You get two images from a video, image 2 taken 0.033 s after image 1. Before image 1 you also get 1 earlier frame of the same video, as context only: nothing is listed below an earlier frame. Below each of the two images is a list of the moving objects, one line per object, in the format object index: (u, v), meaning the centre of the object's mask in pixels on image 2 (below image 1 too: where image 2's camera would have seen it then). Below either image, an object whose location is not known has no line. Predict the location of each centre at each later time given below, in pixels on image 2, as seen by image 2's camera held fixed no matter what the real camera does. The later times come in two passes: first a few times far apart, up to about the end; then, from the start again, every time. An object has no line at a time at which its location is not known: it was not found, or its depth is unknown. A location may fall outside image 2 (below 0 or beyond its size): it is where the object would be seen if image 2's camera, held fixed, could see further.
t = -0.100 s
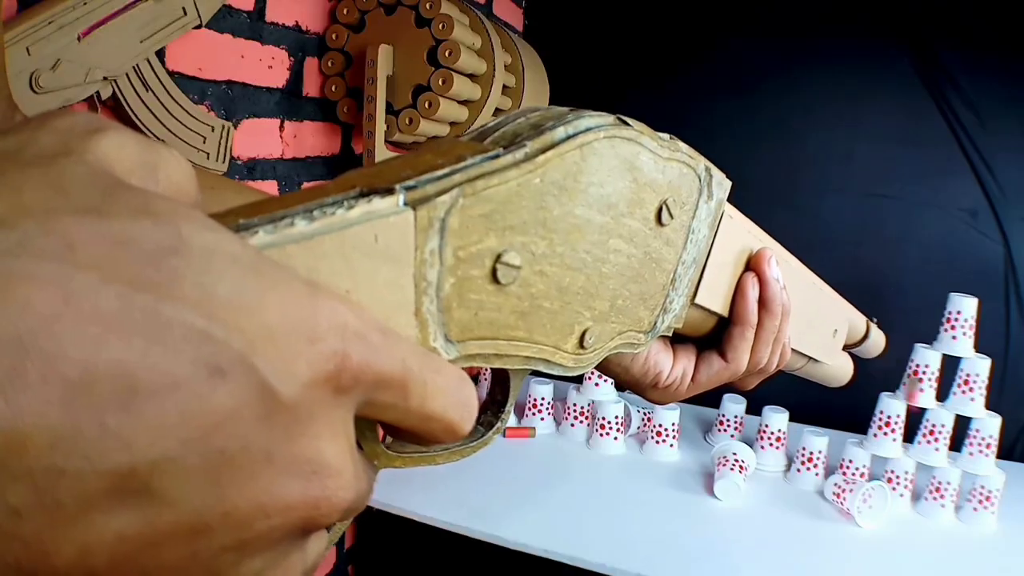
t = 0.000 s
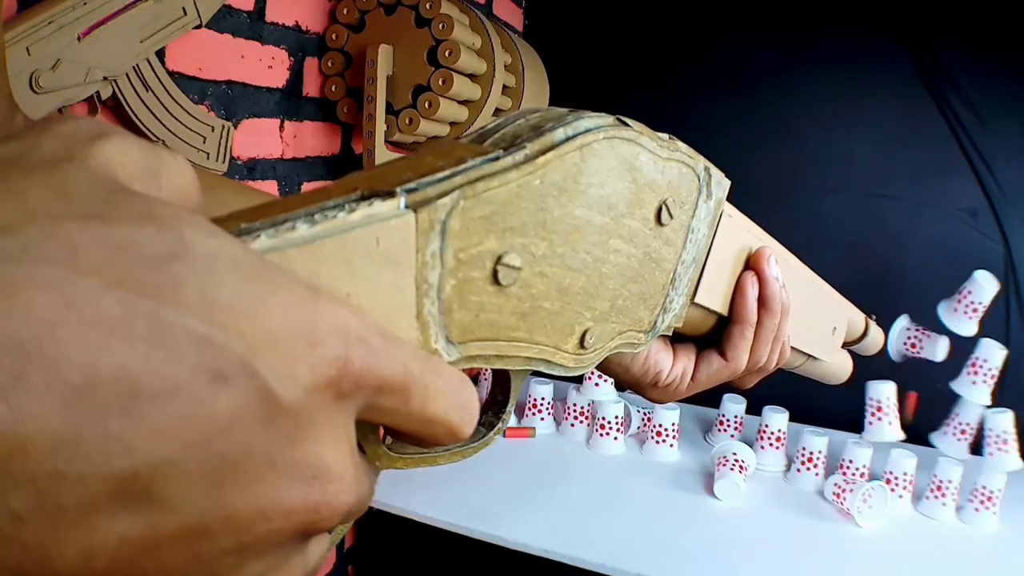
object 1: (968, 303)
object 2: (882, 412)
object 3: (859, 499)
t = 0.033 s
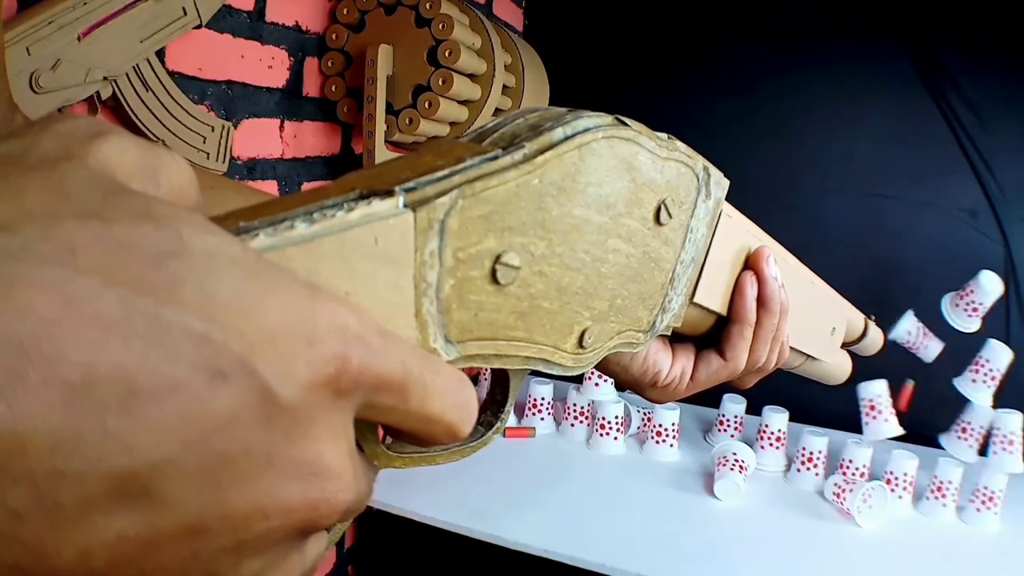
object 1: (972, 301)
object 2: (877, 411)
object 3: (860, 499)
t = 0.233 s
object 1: (968, 405)
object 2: (853, 416)
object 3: (861, 499)
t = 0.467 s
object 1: (986, 409)
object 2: (820, 448)
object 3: (862, 499)
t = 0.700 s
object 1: (969, 445)
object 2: (778, 483)
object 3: (859, 499)
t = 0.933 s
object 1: (964, 447)
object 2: (777, 500)
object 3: (856, 499)
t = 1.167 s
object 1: (971, 447)
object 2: (776, 499)
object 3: (854, 497)
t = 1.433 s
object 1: (996, 447)
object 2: (751, 489)
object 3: (851, 496)
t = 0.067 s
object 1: (975, 305)
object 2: (872, 414)
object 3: (860, 499)
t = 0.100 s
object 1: (976, 314)
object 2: (869, 411)
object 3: (860, 499)
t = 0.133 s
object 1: (976, 329)
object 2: (865, 412)
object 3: (861, 499)
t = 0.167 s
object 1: (975, 349)
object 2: (861, 413)
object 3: (861, 499)
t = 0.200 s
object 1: (972, 375)
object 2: (858, 415)
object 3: (861, 499)
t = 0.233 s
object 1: (968, 405)
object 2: (853, 416)
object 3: (861, 499)
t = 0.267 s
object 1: (965, 430)
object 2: (847, 420)
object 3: (861, 500)
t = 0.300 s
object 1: (967, 432)
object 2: (842, 427)
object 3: (861, 500)
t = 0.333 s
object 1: (973, 422)
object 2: (840, 426)
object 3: (861, 499)
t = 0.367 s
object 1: (977, 411)
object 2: (837, 428)
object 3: (861, 499)
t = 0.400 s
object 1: (981, 409)
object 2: (832, 436)
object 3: (861, 499)
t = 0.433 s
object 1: (985, 408)
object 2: (827, 444)
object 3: (861, 499)
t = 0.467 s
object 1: (986, 409)
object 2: (820, 448)
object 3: (862, 499)
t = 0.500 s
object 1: (984, 415)
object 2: (810, 464)
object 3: (863, 499)
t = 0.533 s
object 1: (980, 434)
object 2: (804, 471)
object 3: (863, 499)
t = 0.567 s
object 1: (976, 450)
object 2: (796, 468)
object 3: (861, 499)
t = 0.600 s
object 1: (973, 454)
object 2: (784, 469)
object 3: (861, 499)
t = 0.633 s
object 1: (974, 447)
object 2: (775, 475)
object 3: (860, 499)
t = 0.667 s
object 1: (973, 443)
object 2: (777, 479)
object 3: (859, 499)
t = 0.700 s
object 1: (969, 445)
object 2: (778, 483)
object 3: (859, 499)
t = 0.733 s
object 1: (967, 449)
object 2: (777, 486)
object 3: (858, 499)
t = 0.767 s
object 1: (966, 445)
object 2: (775, 493)
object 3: (858, 499)
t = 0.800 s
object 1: (966, 443)
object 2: (776, 495)
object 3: (858, 499)
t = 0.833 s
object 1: (964, 443)
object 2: (778, 495)
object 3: (858, 499)
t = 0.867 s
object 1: (963, 447)
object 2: (778, 497)
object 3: (857, 499)
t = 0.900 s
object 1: (964, 447)
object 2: (776, 500)
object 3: (856, 499)
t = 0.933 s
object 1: (964, 447)
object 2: (777, 500)
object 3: (856, 499)
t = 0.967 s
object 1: (965, 446)
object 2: (777, 501)
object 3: (855, 499)
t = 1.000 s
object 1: (966, 446)
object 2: (777, 501)
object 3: (855, 498)
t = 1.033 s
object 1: (967, 447)
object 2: (777, 501)
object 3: (855, 498)
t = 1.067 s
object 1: (968, 446)
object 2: (777, 501)
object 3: (855, 498)
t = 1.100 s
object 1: (969, 447)
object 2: (777, 501)
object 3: (854, 497)
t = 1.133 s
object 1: (970, 447)
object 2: (777, 500)
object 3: (854, 497)
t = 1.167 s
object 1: (971, 447)
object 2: (776, 499)
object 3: (854, 497)
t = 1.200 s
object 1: (973, 446)
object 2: (776, 498)
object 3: (854, 496)
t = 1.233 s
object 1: (974, 446)
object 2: (776, 497)
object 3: (854, 495)
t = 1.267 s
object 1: (975, 446)
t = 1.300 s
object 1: (979, 446)
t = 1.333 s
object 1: (983, 447)
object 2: (764, 493)
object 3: (852, 496)
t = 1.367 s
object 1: (986, 447)
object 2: (759, 491)
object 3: (852, 495)
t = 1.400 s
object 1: (991, 447)
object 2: (752, 488)
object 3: (851, 496)
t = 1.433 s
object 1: (996, 447)
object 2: (751, 489)
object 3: (851, 496)
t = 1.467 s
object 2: (750, 489)
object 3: (851, 496)
